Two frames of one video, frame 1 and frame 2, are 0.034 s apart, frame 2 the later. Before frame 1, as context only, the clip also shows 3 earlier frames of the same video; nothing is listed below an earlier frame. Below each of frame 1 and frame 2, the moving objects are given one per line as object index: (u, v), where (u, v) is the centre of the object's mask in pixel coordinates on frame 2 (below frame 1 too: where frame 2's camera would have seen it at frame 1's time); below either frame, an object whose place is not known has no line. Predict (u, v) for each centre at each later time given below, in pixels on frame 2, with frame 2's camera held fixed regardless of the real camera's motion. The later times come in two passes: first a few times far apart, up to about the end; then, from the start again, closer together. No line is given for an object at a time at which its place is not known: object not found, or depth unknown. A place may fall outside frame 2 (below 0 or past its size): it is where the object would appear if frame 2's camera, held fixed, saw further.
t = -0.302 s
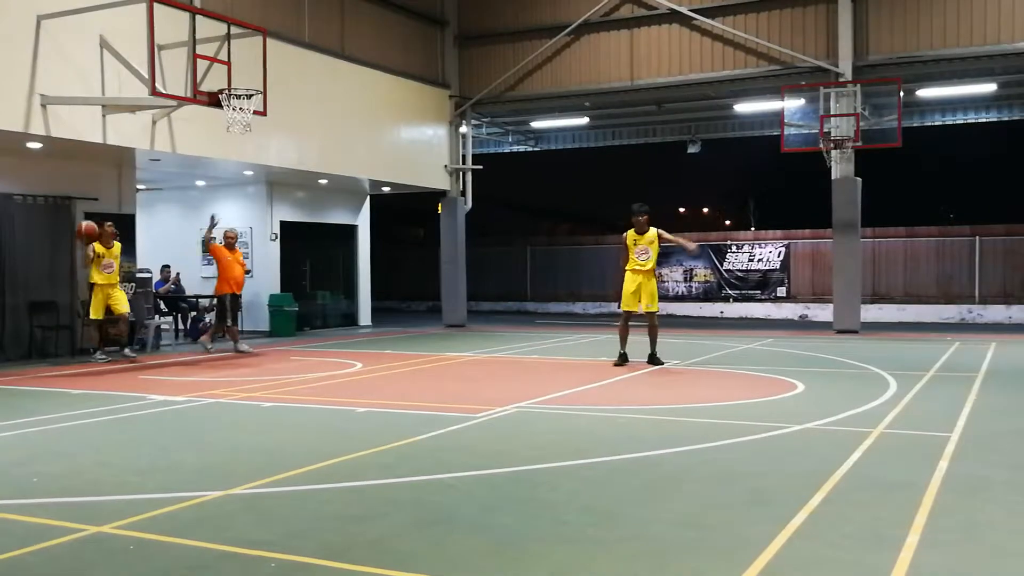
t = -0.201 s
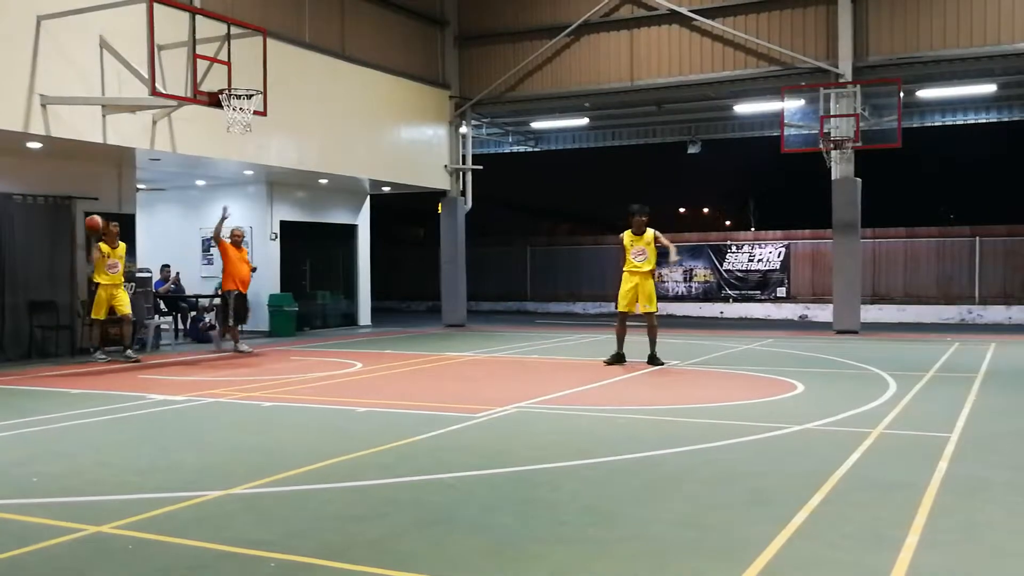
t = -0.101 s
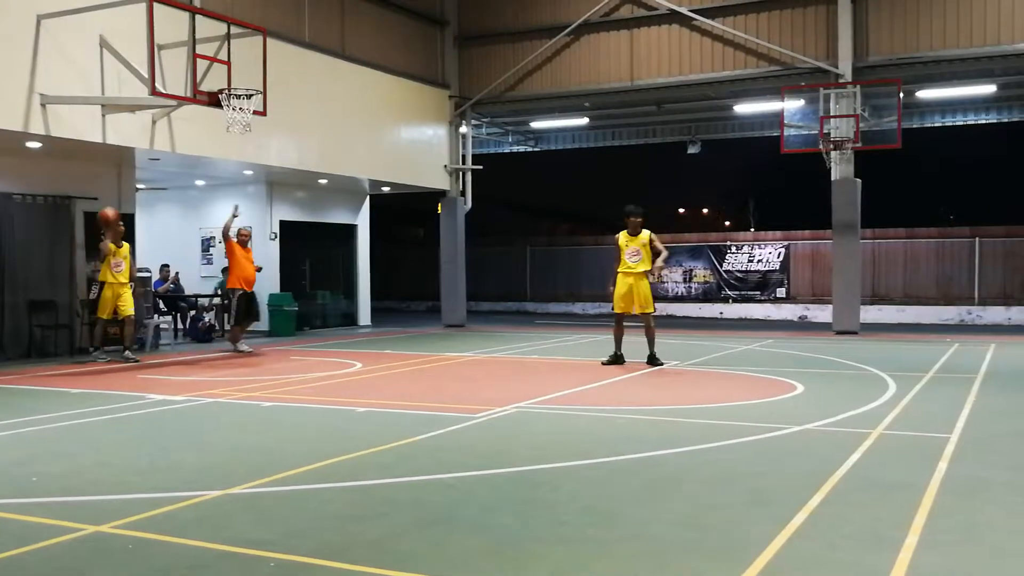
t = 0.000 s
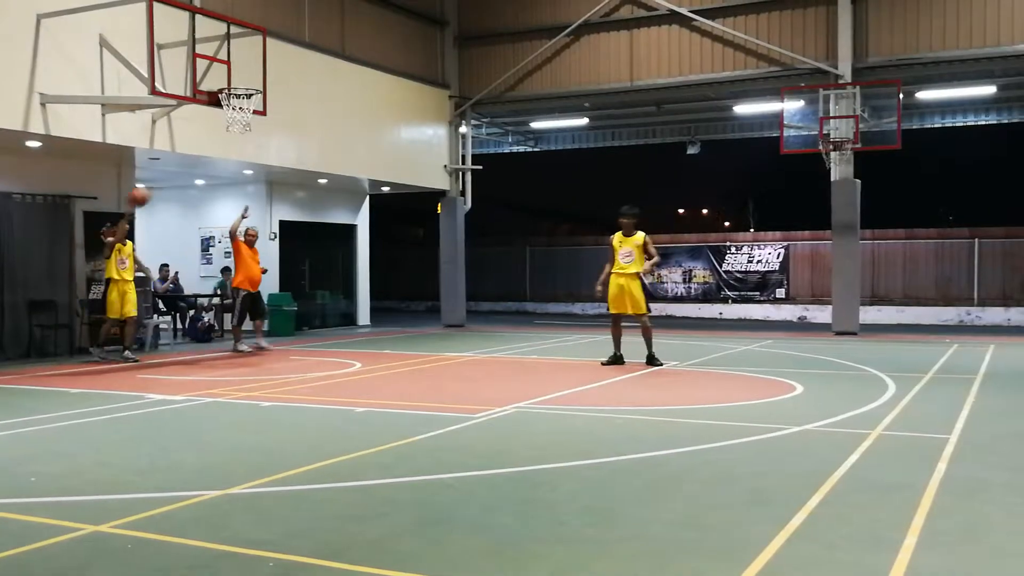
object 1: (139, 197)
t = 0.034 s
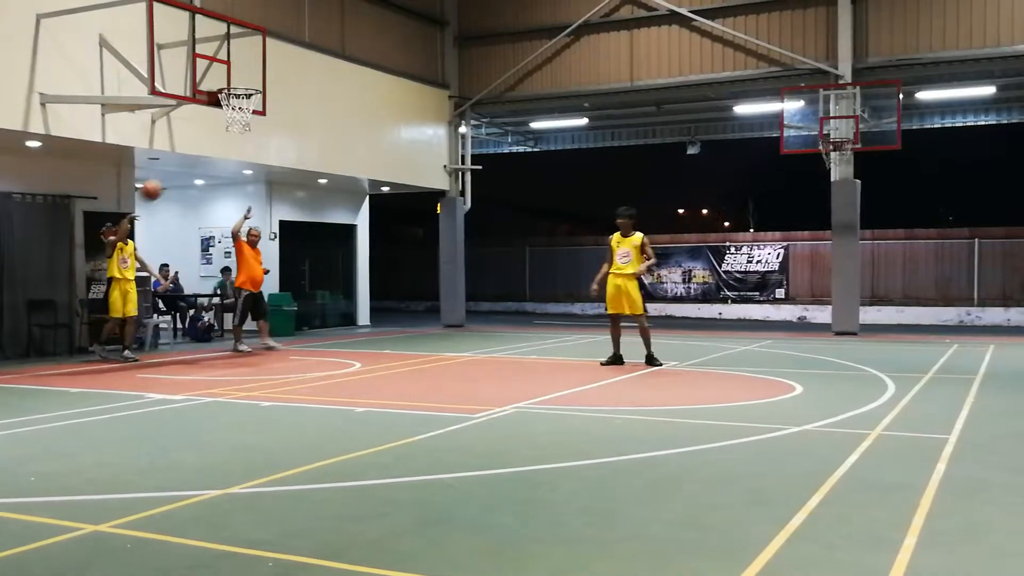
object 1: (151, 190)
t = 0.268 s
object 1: (246, 170)
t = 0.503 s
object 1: (346, 198)
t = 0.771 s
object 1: (471, 300)
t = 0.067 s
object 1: (164, 184)
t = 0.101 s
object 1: (177, 180)
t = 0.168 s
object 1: (203, 172)
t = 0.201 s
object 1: (217, 171)
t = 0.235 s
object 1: (231, 171)
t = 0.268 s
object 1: (246, 170)
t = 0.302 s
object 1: (260, 172)
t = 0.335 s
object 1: (273, 173)
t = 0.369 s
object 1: (288, 176)
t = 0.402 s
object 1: (302, 179)
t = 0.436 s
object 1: (316, 184)
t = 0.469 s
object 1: (332, 191)
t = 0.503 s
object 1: (346, 198)
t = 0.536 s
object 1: (360, 206)
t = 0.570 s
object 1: (379, 218)
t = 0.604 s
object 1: (393, 229)
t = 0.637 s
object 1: (407, 240)
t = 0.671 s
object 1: (423, 254)
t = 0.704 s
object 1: (438, 266)
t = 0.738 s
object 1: (456, 283)
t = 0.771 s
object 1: (471, 300)
